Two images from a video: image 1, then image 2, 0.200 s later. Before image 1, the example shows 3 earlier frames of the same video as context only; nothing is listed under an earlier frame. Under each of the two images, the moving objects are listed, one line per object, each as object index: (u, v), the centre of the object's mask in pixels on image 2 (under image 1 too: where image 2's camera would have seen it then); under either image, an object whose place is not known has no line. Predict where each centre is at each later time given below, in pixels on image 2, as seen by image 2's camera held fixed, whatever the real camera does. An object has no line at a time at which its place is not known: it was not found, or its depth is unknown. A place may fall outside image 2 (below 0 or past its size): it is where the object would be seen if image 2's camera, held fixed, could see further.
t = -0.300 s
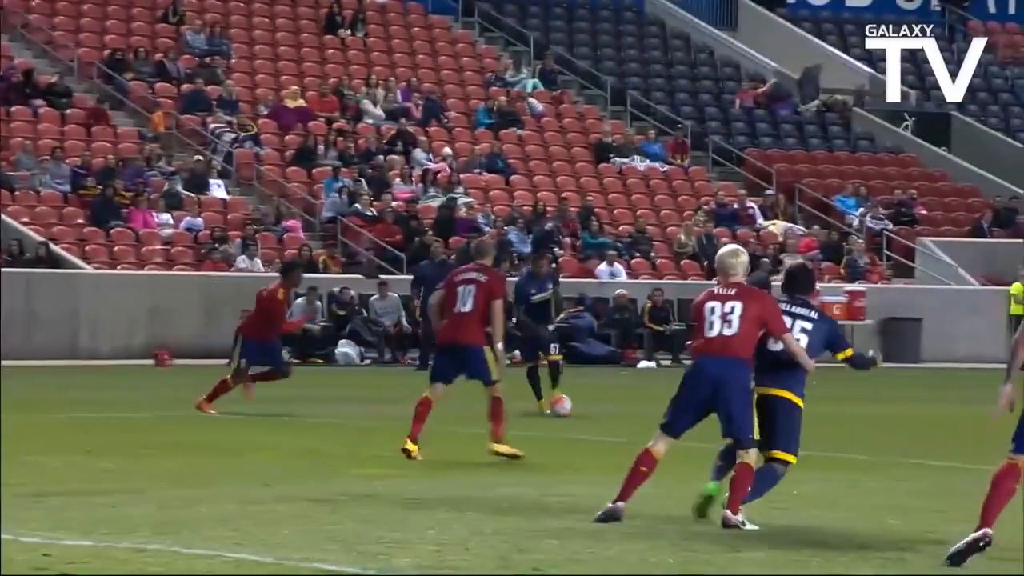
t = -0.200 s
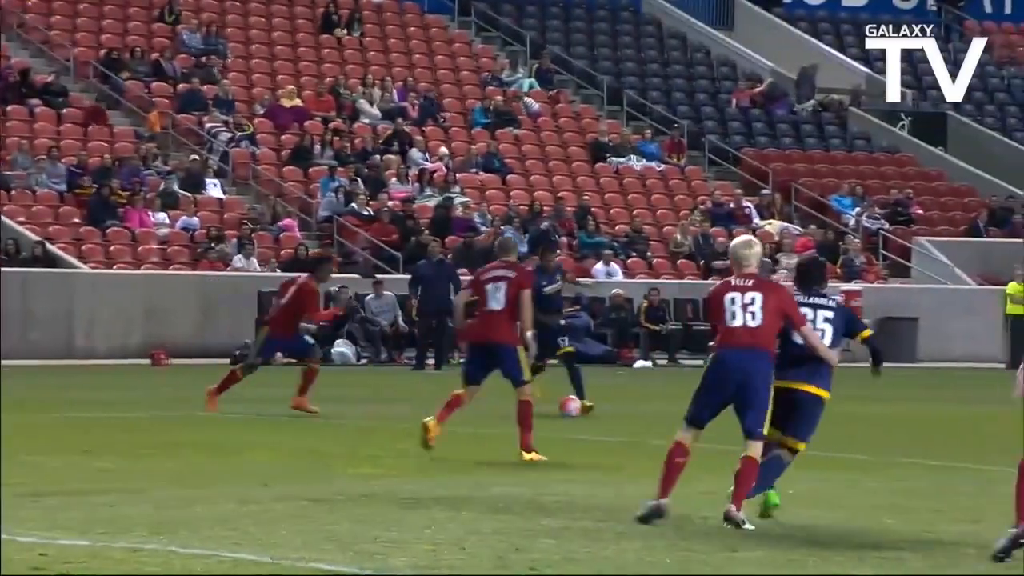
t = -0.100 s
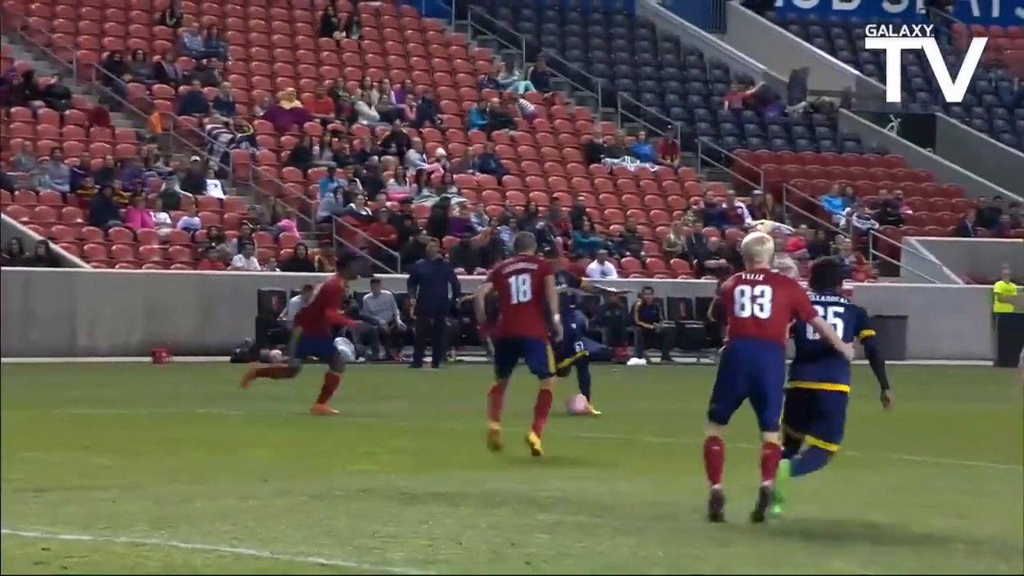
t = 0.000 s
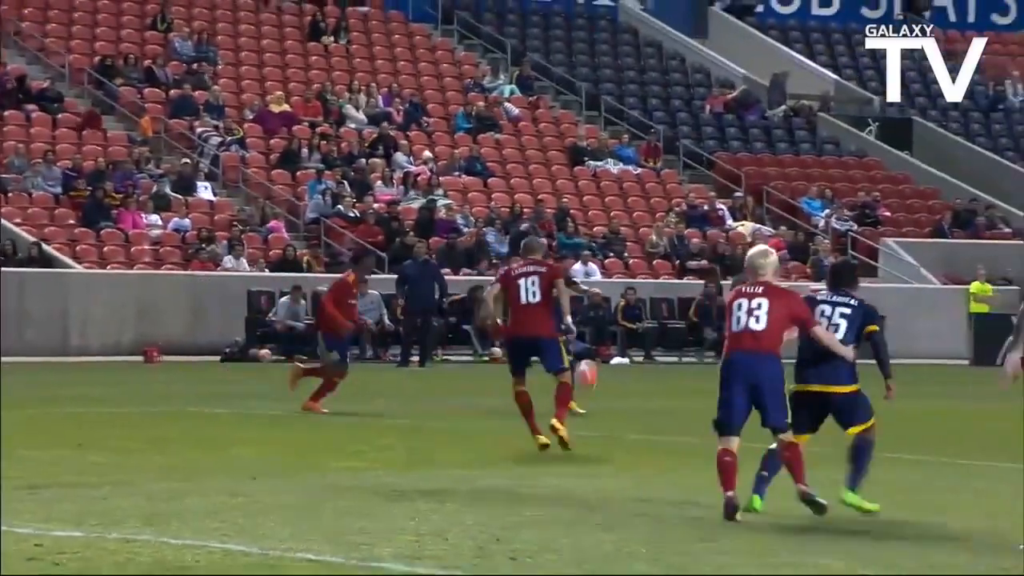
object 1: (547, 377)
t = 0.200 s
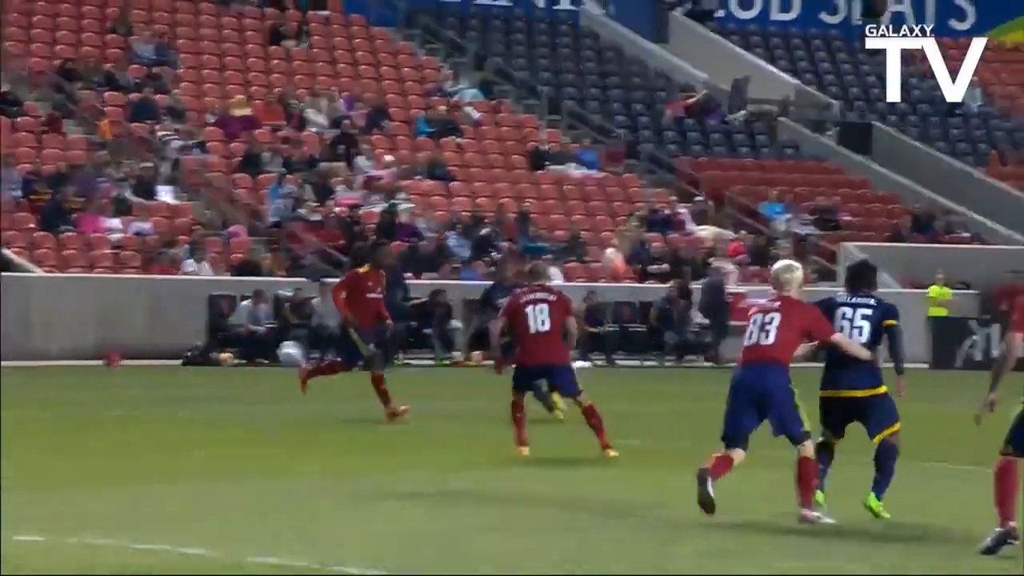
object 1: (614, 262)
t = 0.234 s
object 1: (625, 245)
